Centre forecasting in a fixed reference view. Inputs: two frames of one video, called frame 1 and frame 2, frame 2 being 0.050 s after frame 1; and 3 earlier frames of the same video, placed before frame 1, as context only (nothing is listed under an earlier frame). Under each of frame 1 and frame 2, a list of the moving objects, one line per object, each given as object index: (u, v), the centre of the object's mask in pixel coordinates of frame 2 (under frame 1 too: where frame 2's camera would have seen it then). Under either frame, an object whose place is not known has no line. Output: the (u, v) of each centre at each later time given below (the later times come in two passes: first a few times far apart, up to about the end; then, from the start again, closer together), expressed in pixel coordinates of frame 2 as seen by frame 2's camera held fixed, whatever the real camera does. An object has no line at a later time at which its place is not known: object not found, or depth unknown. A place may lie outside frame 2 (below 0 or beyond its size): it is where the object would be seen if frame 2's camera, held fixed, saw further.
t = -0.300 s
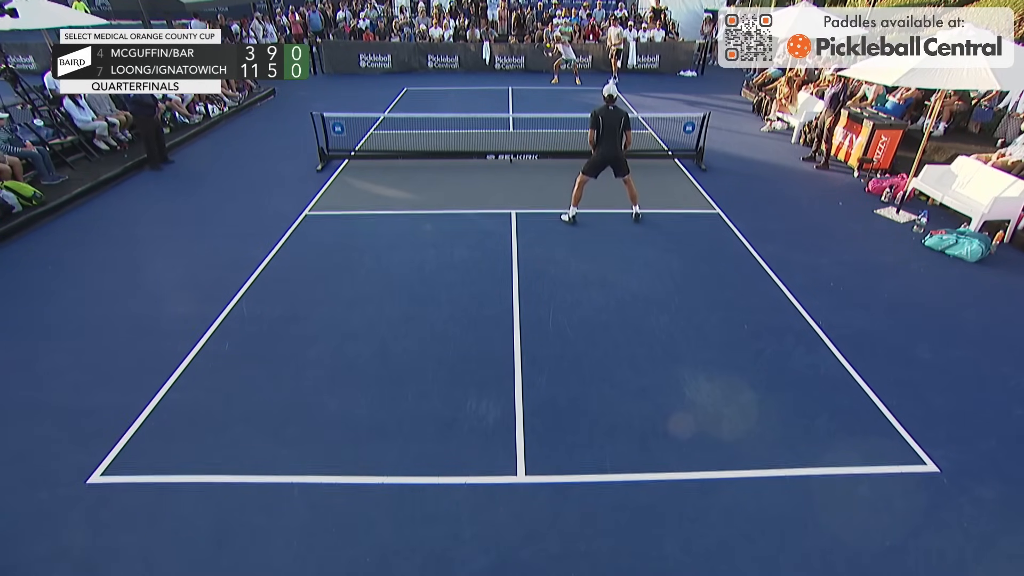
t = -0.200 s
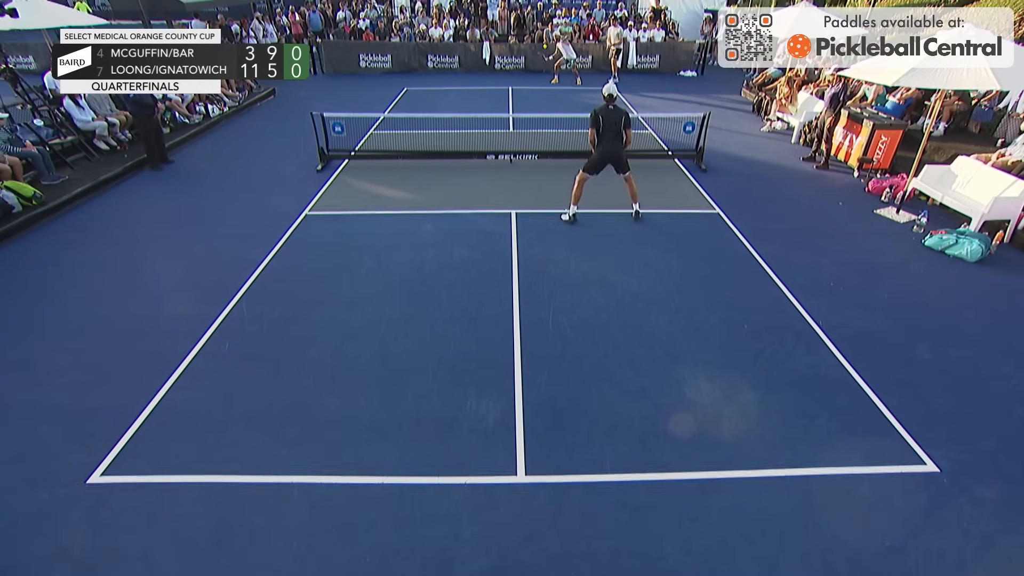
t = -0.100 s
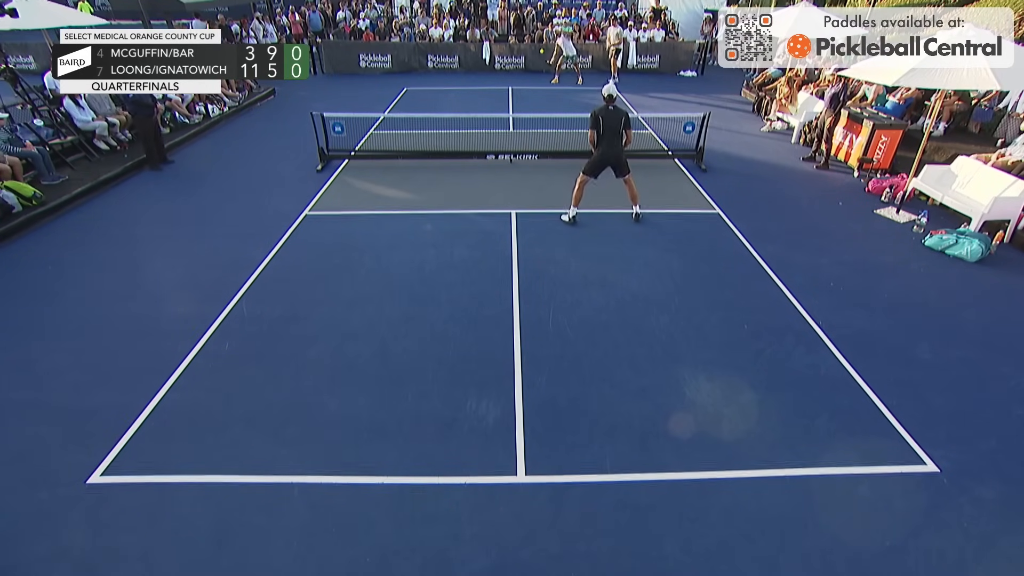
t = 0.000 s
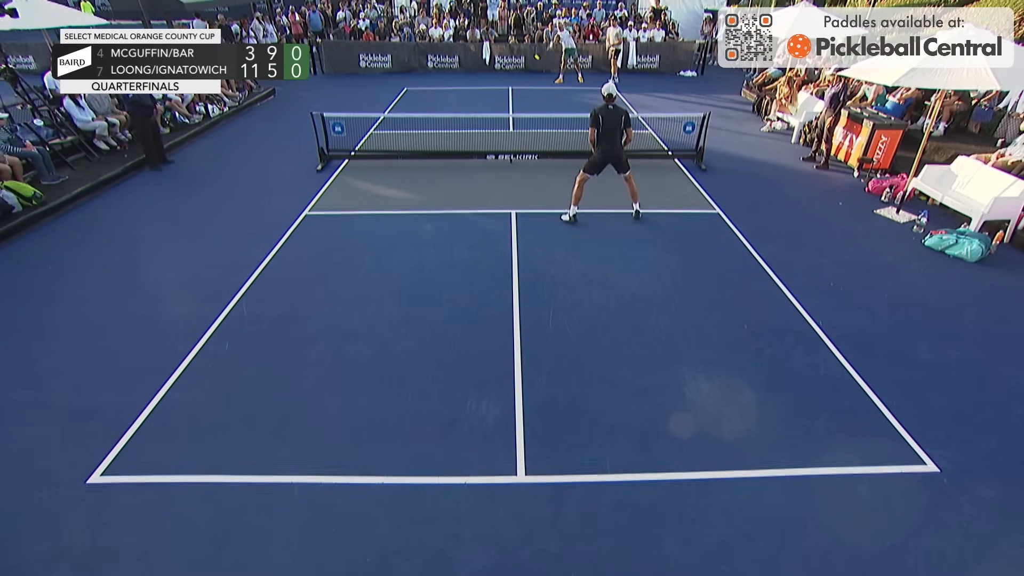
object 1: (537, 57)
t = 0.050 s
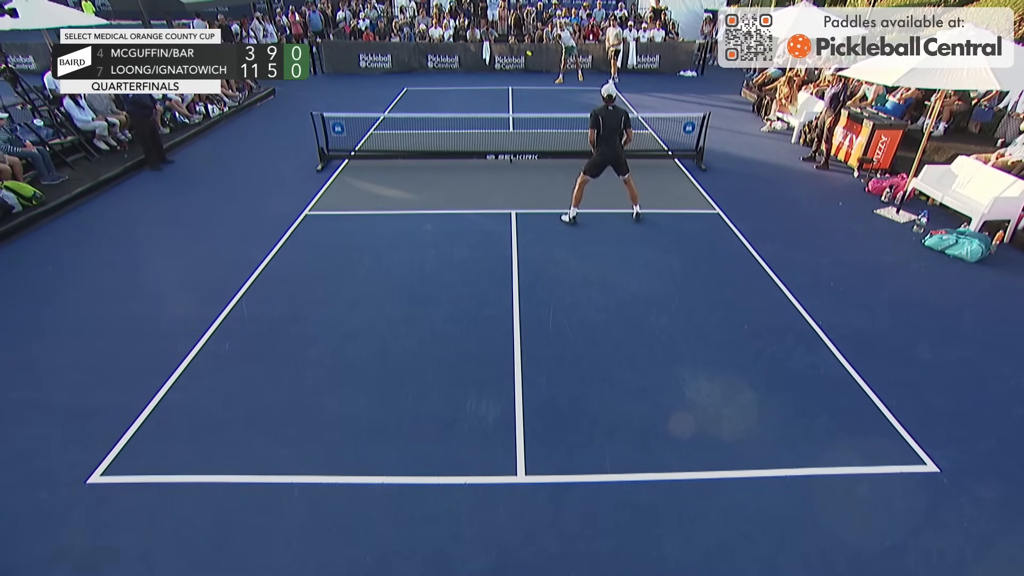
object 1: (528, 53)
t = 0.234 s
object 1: (491, 55)
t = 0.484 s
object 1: (403, 122)
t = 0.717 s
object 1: (268, 320)
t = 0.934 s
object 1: (11, 479)
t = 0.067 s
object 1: (526, 52)
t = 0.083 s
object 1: (523, 52)
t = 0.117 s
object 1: (516, 51)
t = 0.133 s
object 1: (513, 50)
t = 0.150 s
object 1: (510, 51)
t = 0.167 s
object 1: (506, 51)
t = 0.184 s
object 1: (503, 52)
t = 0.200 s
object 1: (499, 52)
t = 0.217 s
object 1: (495, 53)
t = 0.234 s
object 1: (491, 55)
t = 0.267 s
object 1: (481, 59)
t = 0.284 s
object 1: (477, 61)
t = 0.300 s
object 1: (472, 64)
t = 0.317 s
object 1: (467, 67)
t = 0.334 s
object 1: (462, 70)
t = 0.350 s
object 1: (456, 74)
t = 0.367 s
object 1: (450, 78)
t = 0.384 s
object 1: (444, 83)
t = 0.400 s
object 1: (438, 88)
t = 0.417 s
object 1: (432, 94)
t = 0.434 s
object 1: (425, 100)
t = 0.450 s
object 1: (418, 107)
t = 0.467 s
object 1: (411, 114)
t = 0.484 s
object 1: (403, 122)
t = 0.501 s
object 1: (396, 130)
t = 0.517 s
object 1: (388, 140)
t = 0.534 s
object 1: (379, 151)
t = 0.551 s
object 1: (370, 162)
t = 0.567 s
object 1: (361, 173)
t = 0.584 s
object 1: (352, 186)
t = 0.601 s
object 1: (343, 199)
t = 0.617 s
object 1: (333, 213)
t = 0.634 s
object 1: (323, 229)
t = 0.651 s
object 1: (312, 245)
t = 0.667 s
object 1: (302, 262)
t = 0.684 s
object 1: (291, 280)
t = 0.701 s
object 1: (280, 299)
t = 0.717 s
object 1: (268, 320)
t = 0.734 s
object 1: (256, 341)
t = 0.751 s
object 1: (244, 362)
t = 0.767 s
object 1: (229, 372)
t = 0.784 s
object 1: (213, 378)
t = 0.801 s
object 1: (197, 385)
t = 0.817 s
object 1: (179, 392)
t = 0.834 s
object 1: (163, 401)
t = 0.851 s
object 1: (135, 412)
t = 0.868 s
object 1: (117, 422)
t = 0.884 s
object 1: (92, 434)
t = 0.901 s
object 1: (65, 449)
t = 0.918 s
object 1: (35, 465)
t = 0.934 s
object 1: (11, 479)
